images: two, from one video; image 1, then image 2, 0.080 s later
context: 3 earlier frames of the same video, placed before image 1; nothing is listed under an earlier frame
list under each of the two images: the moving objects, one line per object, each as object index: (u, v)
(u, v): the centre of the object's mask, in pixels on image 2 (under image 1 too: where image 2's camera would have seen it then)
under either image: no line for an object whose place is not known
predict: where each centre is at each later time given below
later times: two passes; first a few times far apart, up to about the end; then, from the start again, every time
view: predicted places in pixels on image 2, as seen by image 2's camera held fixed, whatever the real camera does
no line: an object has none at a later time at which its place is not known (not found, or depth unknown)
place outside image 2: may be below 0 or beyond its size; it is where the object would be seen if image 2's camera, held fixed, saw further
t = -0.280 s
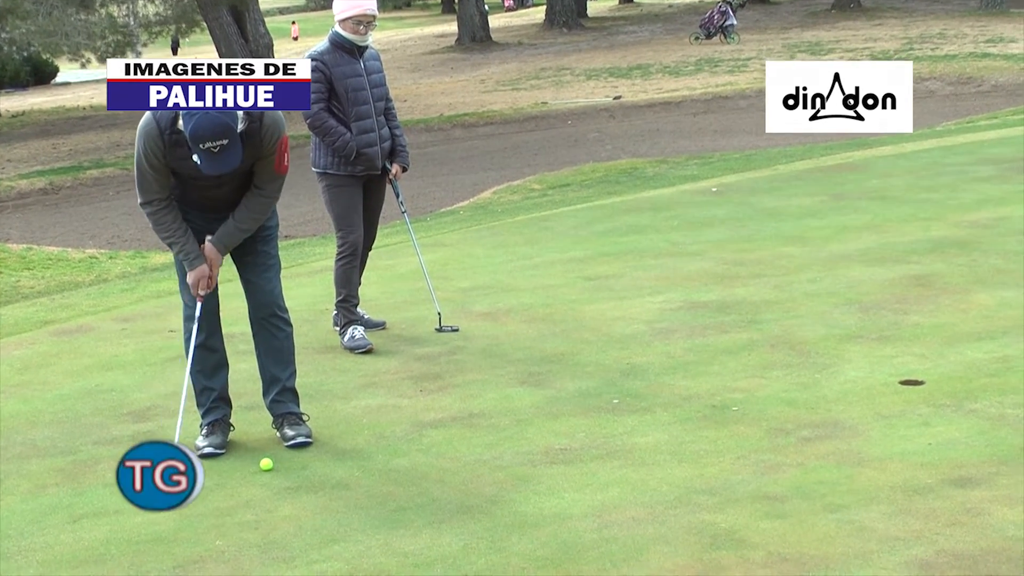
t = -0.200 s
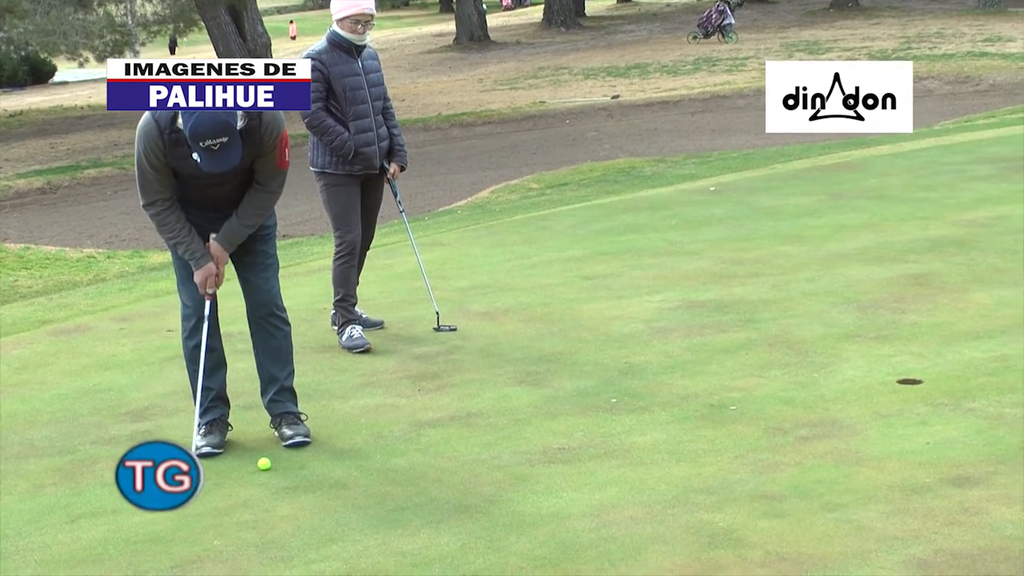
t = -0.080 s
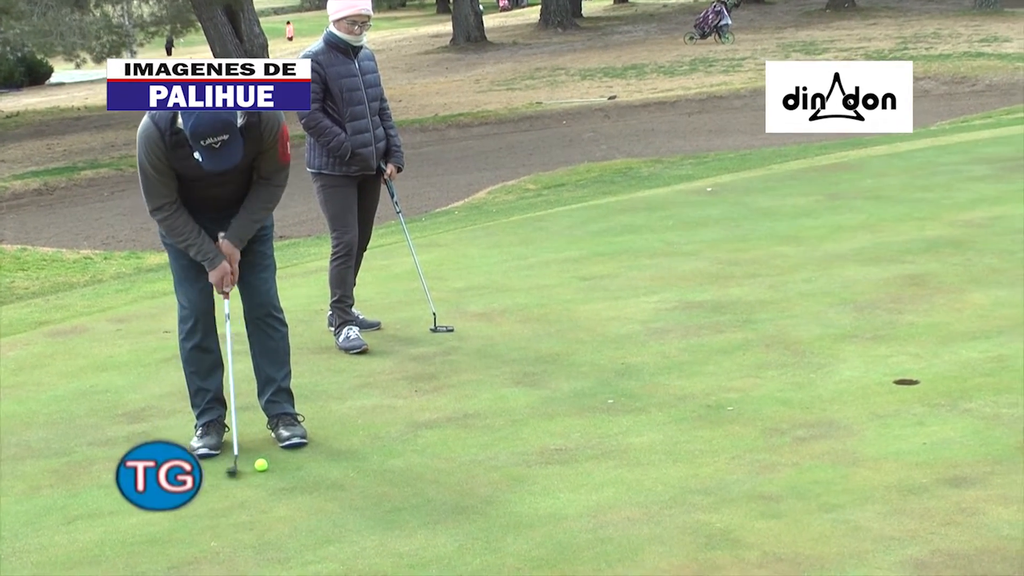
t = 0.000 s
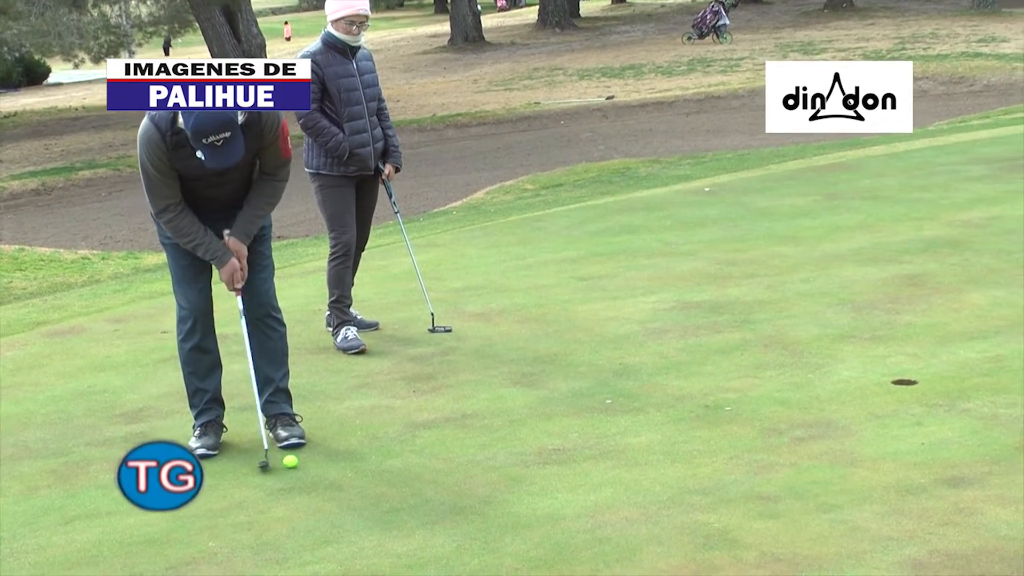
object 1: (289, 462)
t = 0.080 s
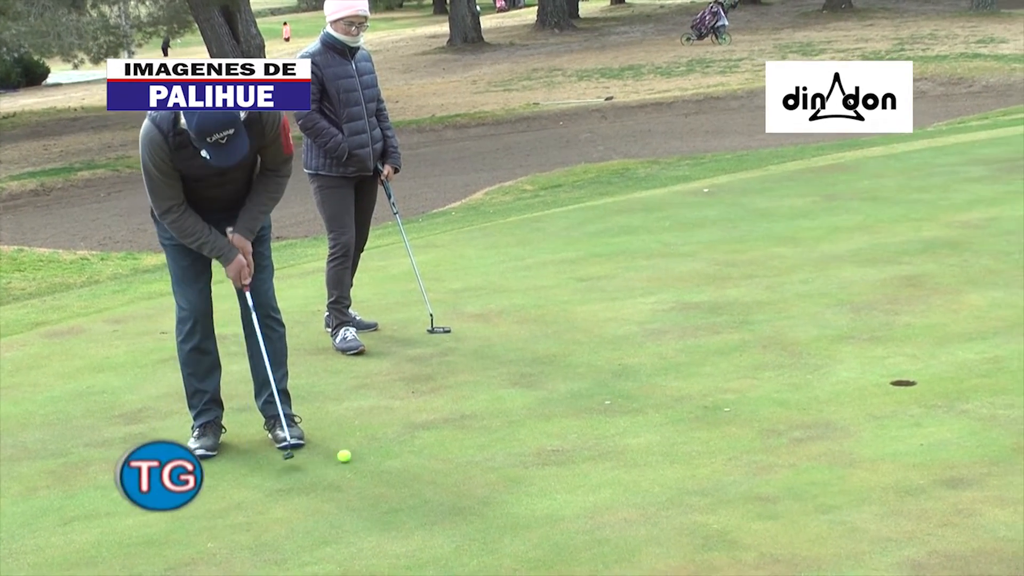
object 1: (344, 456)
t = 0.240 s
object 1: (428, 447)
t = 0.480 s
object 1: (537, 434)
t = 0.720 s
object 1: (630, 423)
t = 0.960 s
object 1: (711, 413)
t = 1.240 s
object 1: (790, 405)
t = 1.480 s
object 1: (846, 398)
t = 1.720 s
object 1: (890, 393)
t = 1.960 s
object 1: (921, 388)
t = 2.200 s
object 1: (938, 385)
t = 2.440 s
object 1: (944, 382)
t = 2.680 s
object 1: (945, 382)
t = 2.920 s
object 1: (945, 382)
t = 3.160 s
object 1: (945, 382)
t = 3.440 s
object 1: (948, 382)
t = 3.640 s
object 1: (948, 383)
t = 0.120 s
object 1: (367, 454)
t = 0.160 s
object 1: (388, 451)
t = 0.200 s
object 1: (408, 449)
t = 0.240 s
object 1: (428, 447)
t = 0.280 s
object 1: (447, 445)
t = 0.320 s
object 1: (466, 443)
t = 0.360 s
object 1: (484, 440)
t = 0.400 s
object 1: (502, 439)
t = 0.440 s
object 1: (520, 437)
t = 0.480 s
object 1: (537, 434)
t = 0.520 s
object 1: (554, 433)
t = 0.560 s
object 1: (570, 431)
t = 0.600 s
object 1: (586, 429)
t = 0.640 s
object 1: (601, 426)
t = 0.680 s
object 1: (616, 425)
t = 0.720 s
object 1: (630, 423)
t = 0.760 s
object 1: (645, 422)
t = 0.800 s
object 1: (659, 420)
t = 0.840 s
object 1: (672, 418)
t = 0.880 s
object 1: (686, 417)
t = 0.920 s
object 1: (698, 415)
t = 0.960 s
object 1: (711, 413)
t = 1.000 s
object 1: (723, 412)
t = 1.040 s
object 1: (735, 411)
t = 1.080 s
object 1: (746, 410)
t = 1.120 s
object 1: (757, 408)
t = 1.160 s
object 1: (768, 407)
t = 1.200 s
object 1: (779, 406)
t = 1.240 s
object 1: (790, 405)
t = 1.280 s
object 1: (799, 404)
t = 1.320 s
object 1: (809, 402)
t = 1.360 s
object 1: (819, 402)
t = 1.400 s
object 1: (828, 401)
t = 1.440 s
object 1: (837, 400)
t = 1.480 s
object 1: (846, 398)
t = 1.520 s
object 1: (854, 398)
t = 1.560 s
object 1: (862, 397)
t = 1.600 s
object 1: (869, 396)
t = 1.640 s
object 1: (877, 395)
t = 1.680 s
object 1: (883, 394)
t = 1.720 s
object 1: (890, 393)
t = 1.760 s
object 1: (896, 392)
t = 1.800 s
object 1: (902, 391)
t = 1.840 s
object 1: (907, 390)
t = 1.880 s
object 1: (912, 390)
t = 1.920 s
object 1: (916, 389)
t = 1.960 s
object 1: (921, 388)
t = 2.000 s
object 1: (924, 387)
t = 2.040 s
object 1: (928, 387)
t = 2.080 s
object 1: (931, 386)
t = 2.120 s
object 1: (933, 385)
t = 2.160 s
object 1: (935, 385)
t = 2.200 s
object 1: (938, 385)
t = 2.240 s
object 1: (939, 384)
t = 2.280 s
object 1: (941, 384)
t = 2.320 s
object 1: (942, 383)
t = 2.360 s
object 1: (943, 383)
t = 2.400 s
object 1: (944, 383)
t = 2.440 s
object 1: (944, 382)
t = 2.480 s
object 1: (944, 382)
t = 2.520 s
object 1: (945, 382)
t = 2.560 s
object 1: (945, 382)
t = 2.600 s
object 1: (945, 382)
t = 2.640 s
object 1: (945, 382)
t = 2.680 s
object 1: (945, 382)
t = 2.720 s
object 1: (945, 382)
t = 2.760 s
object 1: (945, 382)
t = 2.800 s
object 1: (944, 382)
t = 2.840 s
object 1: (945, 382)
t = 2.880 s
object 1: (945, 382)
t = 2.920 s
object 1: (945, 382)
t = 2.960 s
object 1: (945, 382)
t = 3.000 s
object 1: (945, 382)
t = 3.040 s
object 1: (945, 382)
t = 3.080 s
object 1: (945, 382)
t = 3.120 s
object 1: (945, 382)
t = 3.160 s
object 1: (945, 382)
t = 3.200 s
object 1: (946, 382)
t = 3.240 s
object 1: (946, 382)
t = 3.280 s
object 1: (946, 382)
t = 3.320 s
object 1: (947, 382)
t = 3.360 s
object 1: (947, 382)
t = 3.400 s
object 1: (947, 382)
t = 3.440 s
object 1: (948, 382)
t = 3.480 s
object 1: (948, 382)
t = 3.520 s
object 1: (948, 382)
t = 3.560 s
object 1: (948, 383)
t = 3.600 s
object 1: (948, 383)
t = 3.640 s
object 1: (948, 383)
